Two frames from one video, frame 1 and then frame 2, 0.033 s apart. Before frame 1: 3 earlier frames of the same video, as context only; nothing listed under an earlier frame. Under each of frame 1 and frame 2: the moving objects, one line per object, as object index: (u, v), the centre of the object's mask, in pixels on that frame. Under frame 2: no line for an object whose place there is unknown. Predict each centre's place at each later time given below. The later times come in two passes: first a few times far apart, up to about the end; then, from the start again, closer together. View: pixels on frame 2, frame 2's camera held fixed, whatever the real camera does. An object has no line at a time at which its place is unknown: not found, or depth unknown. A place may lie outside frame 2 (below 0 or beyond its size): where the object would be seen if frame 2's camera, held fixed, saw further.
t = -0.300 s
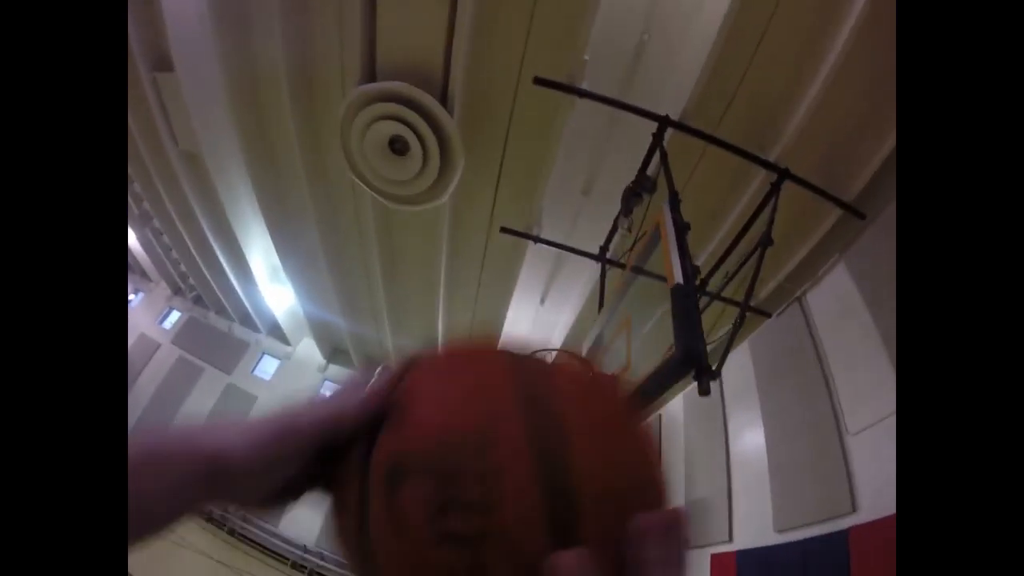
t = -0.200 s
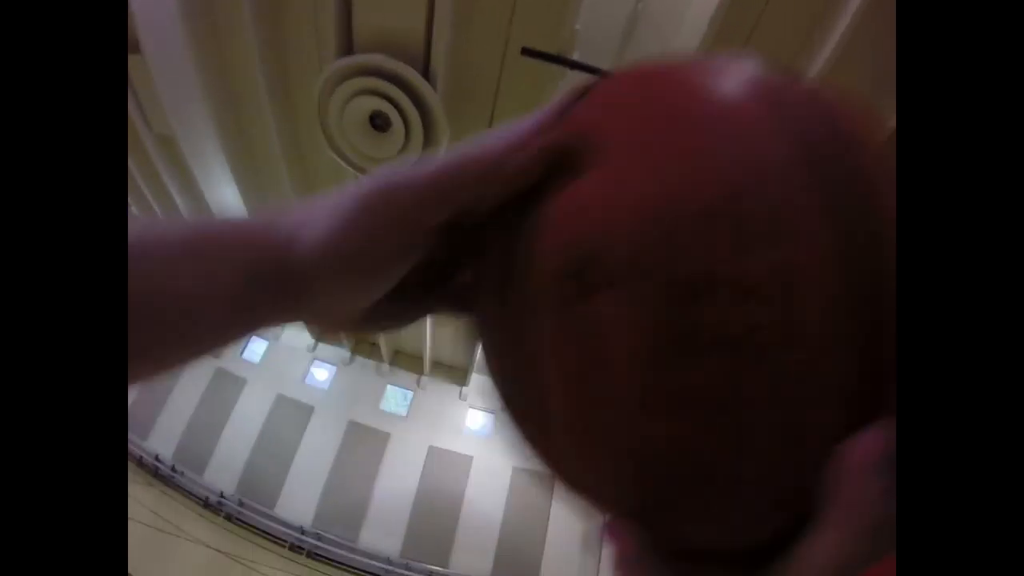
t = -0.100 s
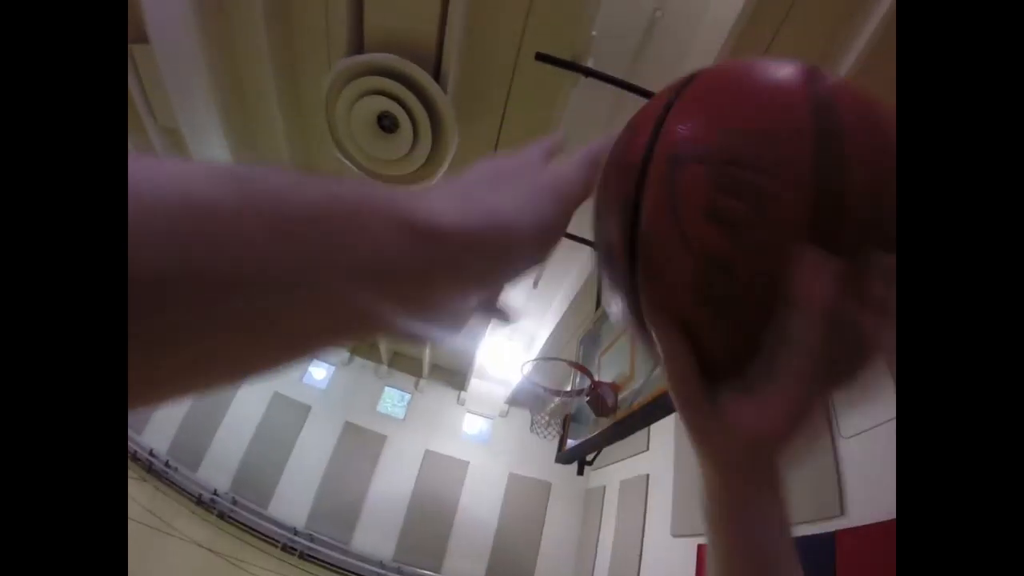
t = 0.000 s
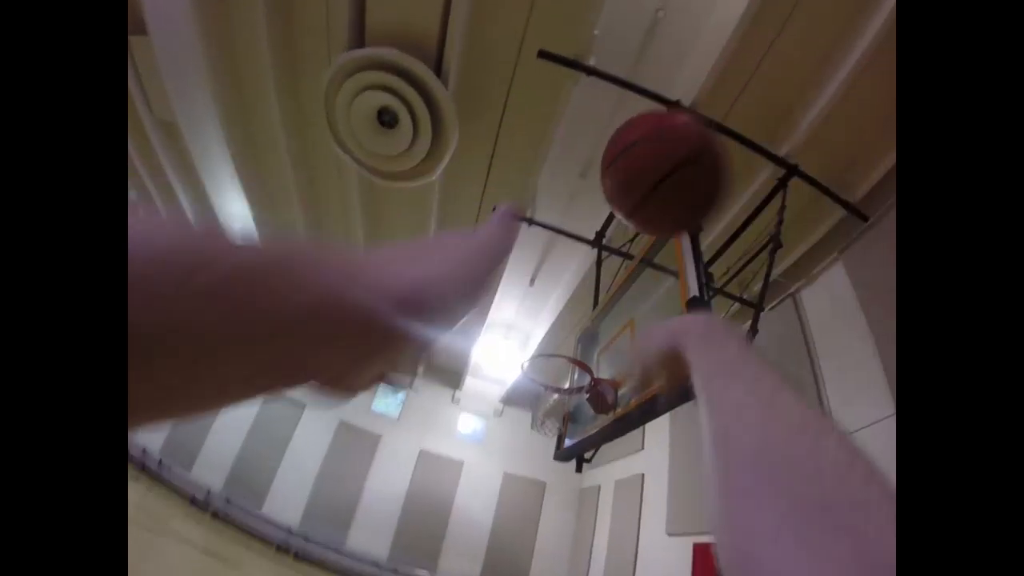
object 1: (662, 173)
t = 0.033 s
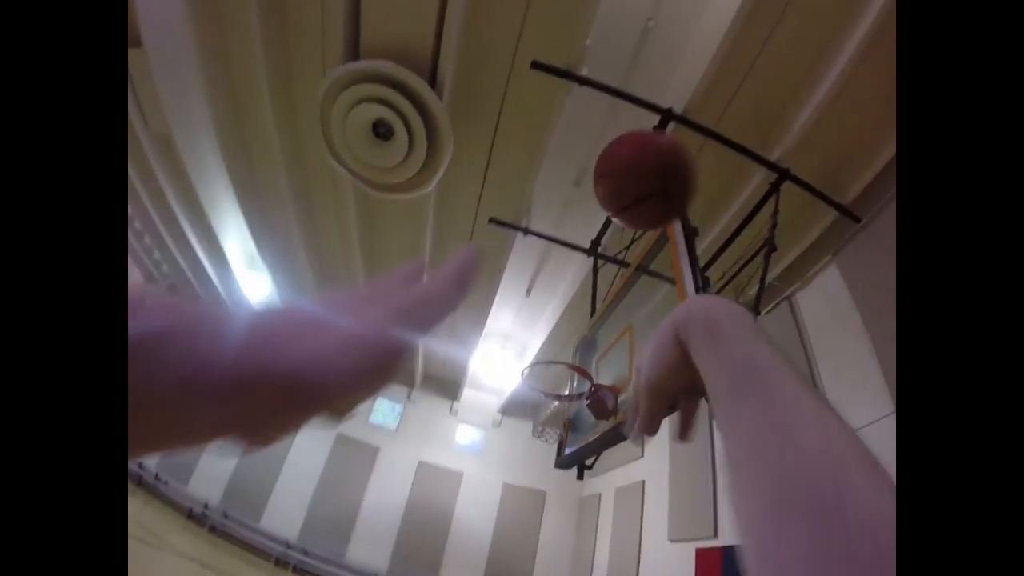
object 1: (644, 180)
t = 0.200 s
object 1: (614, 187)
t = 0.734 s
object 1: (554, 370)
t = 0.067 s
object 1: (635, 180)
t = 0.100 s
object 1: (629, 179)
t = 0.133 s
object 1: (623, 181)
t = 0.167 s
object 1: (621, 184)
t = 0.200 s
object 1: (614, 187)
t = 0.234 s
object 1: (613, 193)
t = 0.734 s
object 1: (554, 370)
